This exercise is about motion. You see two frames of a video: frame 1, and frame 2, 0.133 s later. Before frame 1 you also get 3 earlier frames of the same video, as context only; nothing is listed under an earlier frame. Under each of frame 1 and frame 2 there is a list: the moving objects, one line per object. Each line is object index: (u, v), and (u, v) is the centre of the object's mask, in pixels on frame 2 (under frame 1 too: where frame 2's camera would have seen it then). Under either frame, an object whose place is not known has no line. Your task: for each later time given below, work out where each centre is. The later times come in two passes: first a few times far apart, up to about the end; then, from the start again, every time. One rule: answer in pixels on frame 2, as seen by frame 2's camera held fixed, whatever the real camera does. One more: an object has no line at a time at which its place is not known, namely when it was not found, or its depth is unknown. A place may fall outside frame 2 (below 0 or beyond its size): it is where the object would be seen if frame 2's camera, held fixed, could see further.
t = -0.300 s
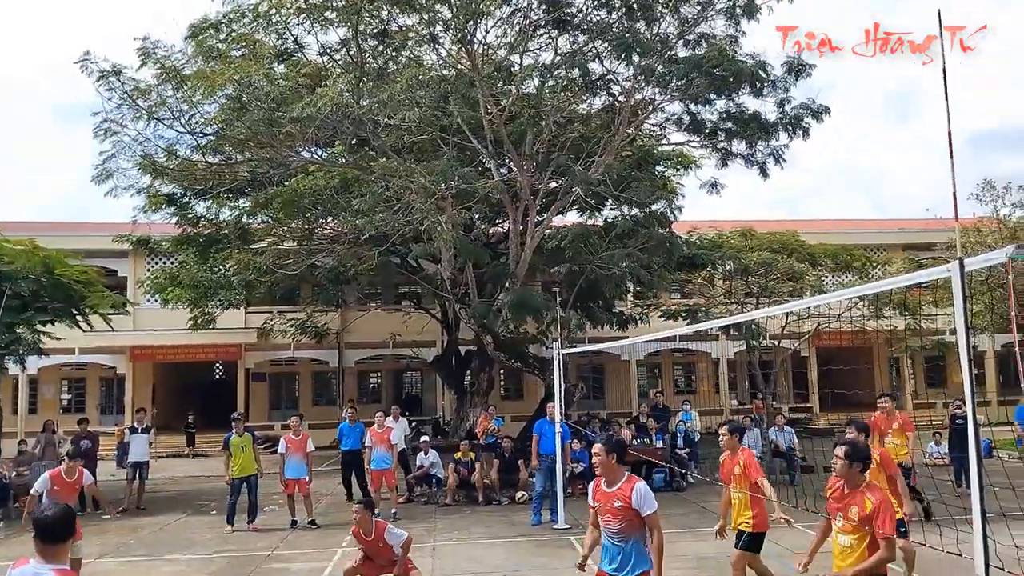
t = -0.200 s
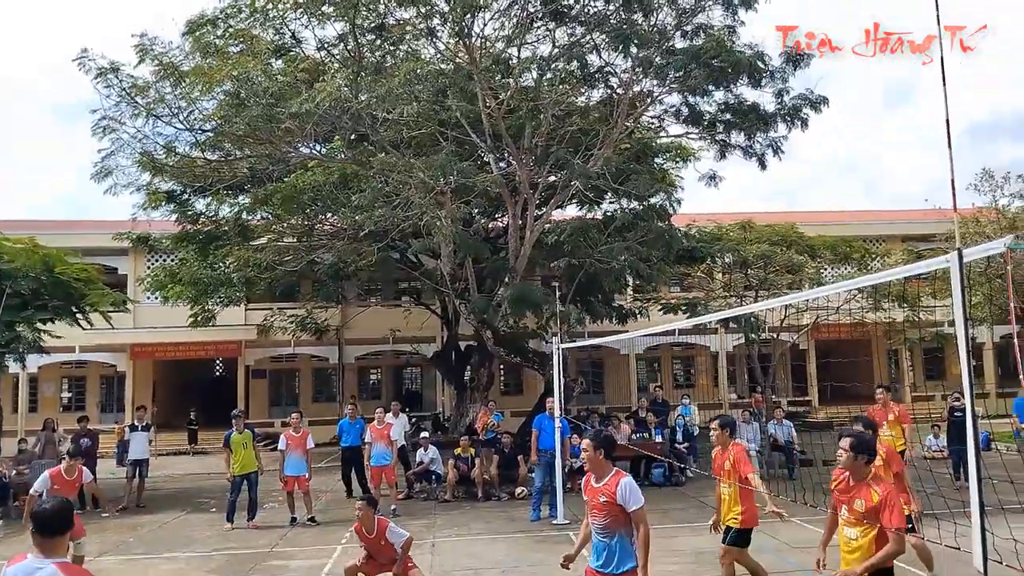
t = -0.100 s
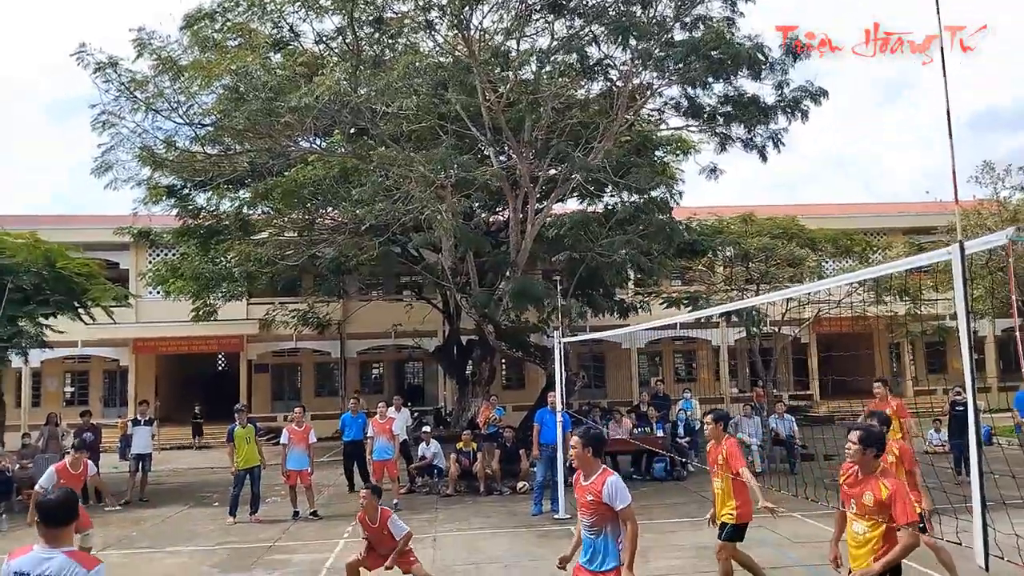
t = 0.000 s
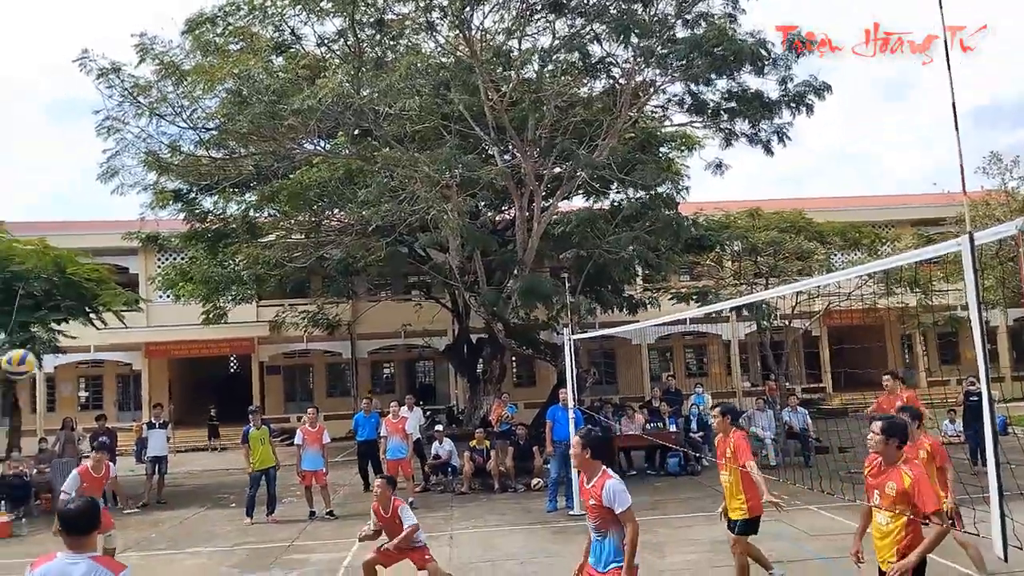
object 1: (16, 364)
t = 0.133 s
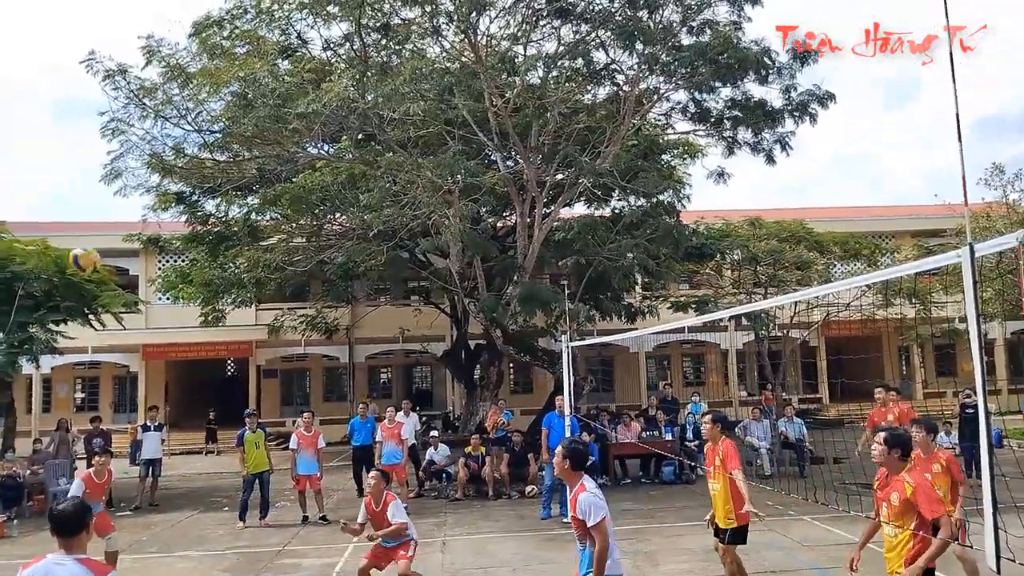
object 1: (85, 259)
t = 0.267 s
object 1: (146, 189)
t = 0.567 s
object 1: (258, 117)
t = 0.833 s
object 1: (343, 137)
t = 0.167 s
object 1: (100, 240)
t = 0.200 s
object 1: (114, 221)
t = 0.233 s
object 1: (130, 203)
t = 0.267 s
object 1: (146, 189)
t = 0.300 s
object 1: (159, 175)
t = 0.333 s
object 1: (172, 163)
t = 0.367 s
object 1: (184, 153)
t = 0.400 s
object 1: (196, 143)
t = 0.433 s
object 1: (211, 136)
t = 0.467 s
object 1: (224, 129)
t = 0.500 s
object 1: (235, 123)
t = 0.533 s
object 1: (246, 118)
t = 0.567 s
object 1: (258, 117)
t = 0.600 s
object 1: (269, 115)
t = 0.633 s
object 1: (281, 115)
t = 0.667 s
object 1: (290, 116)
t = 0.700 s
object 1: (303, 119)
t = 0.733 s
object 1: (314, 123)
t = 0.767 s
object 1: (323, 126)
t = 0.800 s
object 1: (333, 131)
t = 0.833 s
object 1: (343, 137)
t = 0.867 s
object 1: (354, 145)
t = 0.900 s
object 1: (364, 153)
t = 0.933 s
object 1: (373, 163)
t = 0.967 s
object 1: (383, 174)
